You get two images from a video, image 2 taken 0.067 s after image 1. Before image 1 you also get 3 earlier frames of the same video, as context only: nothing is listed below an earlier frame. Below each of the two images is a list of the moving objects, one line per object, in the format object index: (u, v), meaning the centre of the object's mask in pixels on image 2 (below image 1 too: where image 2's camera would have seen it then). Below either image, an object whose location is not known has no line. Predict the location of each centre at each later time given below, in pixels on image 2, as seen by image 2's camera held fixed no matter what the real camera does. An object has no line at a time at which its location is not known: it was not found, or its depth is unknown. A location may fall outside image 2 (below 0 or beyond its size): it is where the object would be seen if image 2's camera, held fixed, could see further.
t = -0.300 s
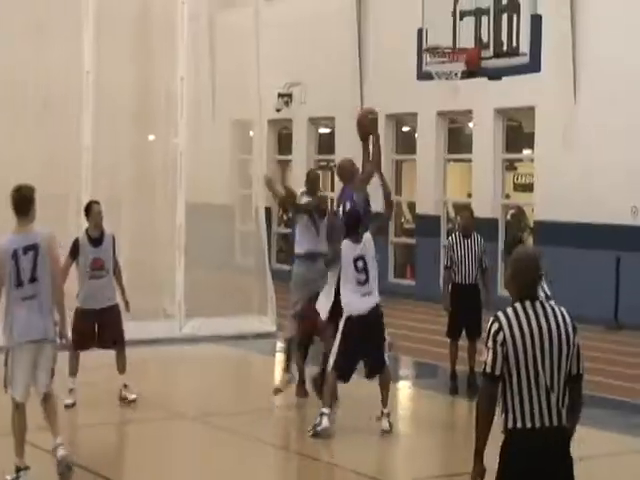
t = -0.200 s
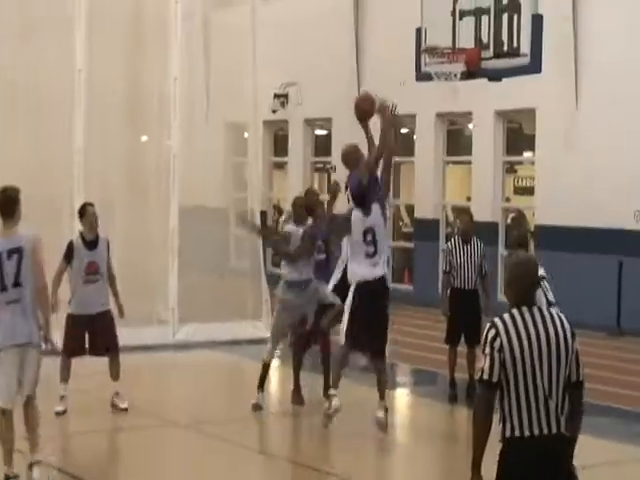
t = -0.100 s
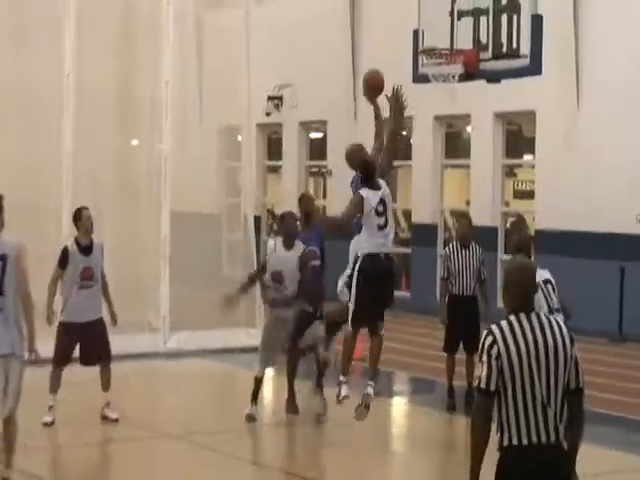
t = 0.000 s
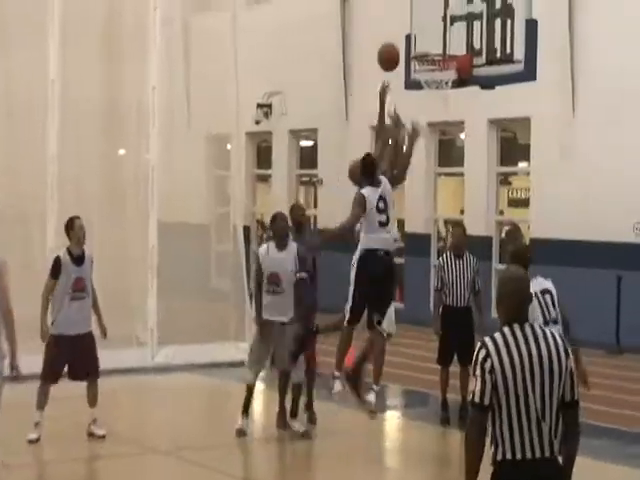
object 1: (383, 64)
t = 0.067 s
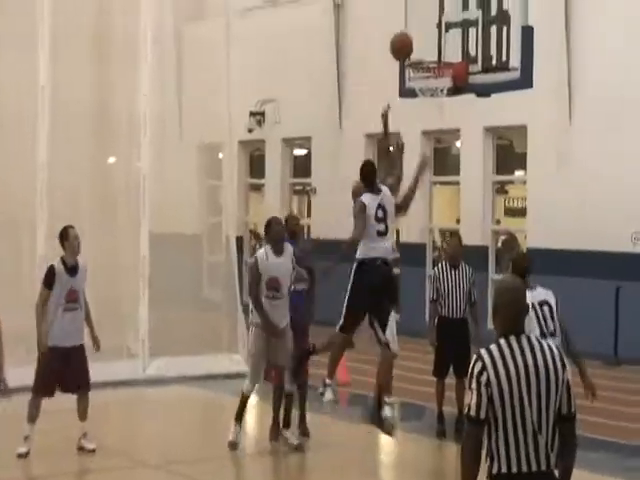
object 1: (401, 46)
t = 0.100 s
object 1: (410, 39)
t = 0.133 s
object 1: (420, 33)
